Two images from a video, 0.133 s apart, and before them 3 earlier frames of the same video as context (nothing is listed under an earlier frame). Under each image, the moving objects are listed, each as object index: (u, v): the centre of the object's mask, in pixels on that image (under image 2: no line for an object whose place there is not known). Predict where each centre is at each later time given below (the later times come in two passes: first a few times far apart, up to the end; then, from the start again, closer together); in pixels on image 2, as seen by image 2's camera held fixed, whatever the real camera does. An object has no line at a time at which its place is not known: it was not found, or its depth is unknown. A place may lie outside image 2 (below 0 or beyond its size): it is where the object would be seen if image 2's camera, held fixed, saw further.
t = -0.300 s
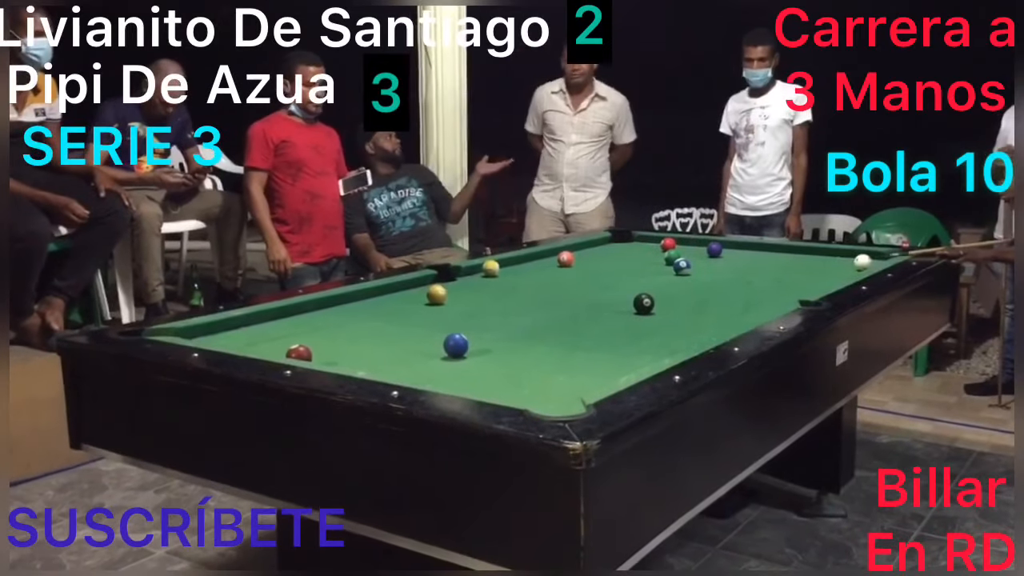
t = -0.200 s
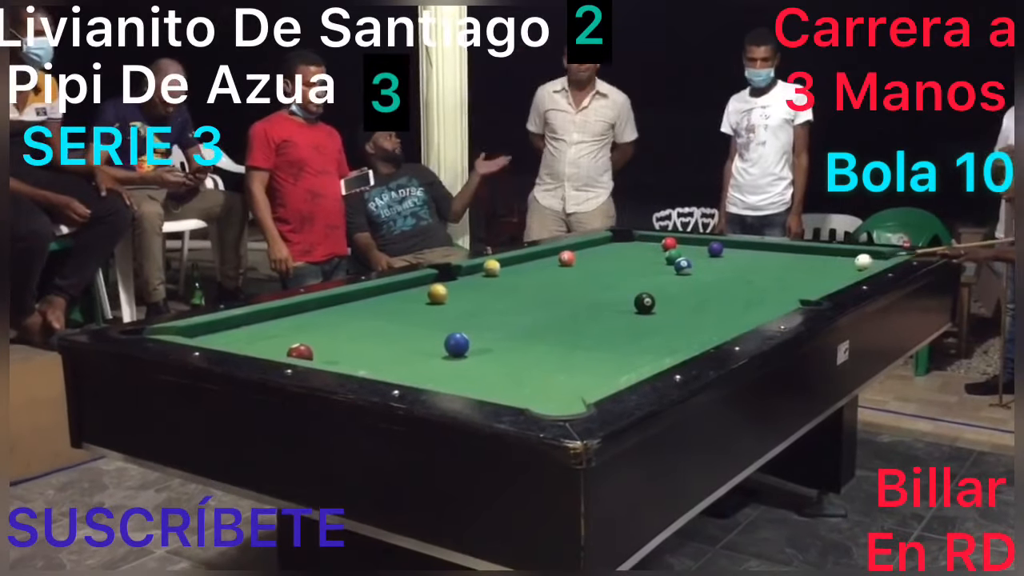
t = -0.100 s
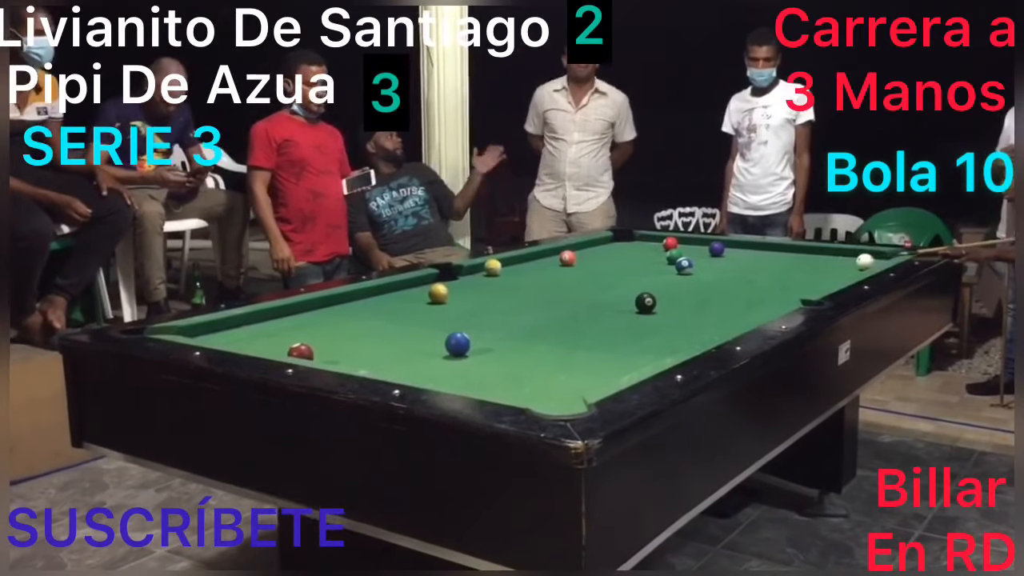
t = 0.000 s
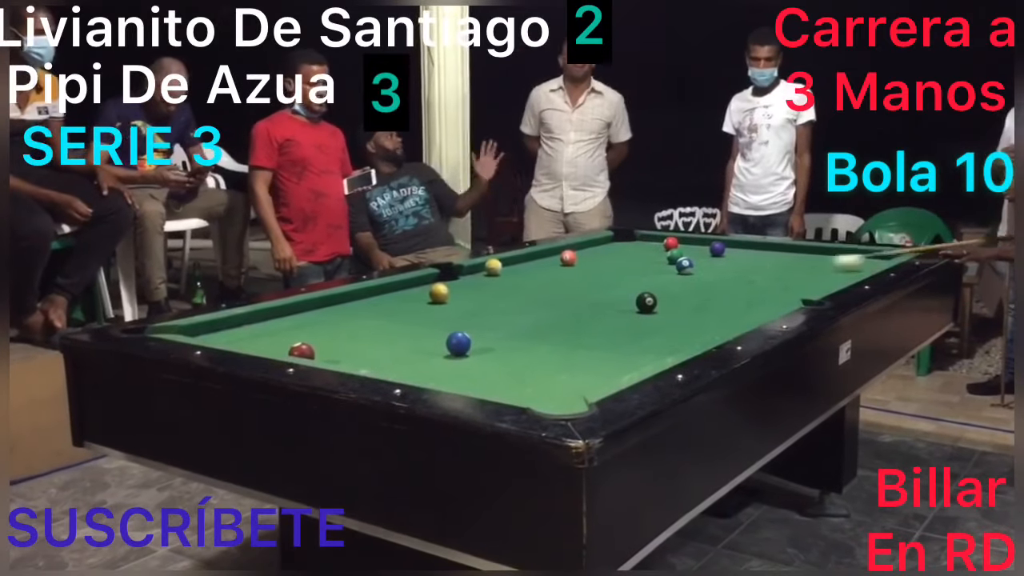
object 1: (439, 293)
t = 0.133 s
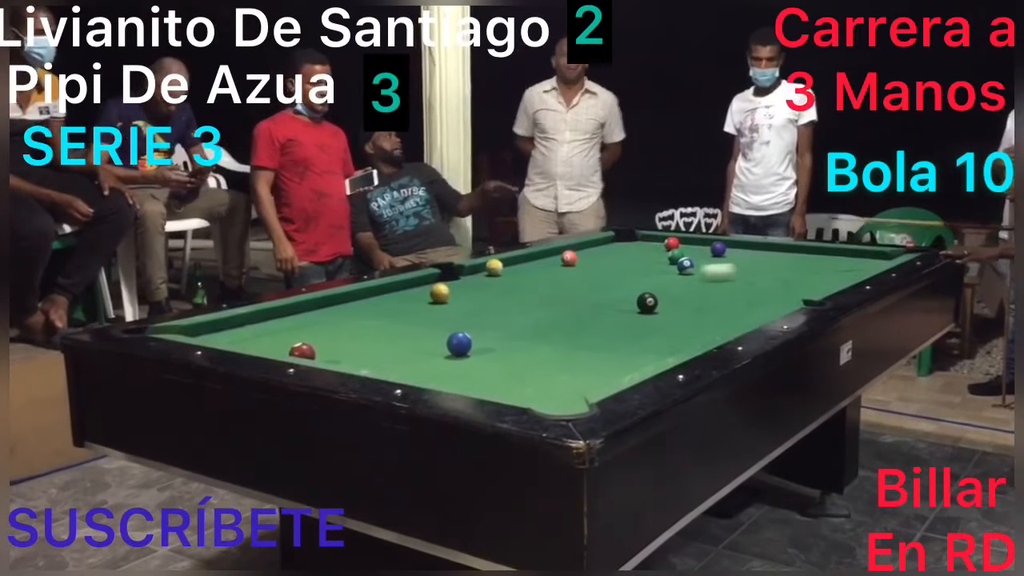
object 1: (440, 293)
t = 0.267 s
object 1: (440, 293)
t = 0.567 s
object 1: (278, 321)
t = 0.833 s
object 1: (214, 330)
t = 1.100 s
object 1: (279, 336)
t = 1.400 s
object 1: (353, 341)
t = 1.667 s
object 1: (419, 346)
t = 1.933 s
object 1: (463, 354)
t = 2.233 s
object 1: (505, 364)
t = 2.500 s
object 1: (543, 374)
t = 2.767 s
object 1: (581, 382)
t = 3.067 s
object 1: (573, 384)
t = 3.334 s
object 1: (546, 383)
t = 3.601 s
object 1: (523, 381)
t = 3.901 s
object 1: (501, 380)
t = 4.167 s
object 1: (484, 378)
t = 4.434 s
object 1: (470, 376)
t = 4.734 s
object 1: (459, 374)
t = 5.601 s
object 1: (448, 374)
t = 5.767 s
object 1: (448, 375)
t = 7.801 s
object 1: (447, 376)
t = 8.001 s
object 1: (446, 377)
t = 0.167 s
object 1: (440, 293)
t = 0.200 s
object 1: (440, 293)
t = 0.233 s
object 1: (440, 293)
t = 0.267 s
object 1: (440, 293)
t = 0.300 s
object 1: (440, 293)
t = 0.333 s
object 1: (440, 293)
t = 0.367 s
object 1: (439, 293)
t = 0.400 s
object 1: (421, 296)
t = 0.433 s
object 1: (394, 302)
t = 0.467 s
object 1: (365, 306)
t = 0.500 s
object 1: (336, 311)
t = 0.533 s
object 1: (307, 316)
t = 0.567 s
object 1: (278, 321)
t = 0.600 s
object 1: (250, 326)
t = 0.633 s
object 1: (223, 330)
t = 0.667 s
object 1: (198, 331)
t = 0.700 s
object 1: (186, 331)
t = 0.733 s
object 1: (189, 329)
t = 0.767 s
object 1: (197, 328)
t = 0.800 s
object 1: (205, 329)
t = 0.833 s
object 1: (214, 330)
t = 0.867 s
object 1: (222, 331)
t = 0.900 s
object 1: (229, 333)
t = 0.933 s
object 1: (237, 333)
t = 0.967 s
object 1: (245, 334)
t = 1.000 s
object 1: (254, 335)
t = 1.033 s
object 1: (262, 335)
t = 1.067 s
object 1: (270, 336)
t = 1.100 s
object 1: (279, 336)
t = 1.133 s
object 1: (286, 337)
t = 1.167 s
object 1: (294, 336)
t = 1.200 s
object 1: (303, 336)
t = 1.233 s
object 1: (312, 337)
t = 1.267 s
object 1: (320, 339)
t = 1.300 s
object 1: (327, 340)
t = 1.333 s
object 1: (336, 341)
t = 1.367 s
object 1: (345, 341)
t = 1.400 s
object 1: (353, 341)
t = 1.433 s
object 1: (362, 342)
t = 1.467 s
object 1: (370, 343)
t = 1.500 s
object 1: (378, 343)
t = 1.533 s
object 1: (386, 344)
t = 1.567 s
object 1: (395, 344)
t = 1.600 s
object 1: (403, 345)
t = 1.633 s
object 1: (411, 345)
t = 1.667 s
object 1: (419, 346)
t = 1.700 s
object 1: (427, 347)
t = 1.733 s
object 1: (436, 347)
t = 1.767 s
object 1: (440, 349)
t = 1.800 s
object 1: (445, 350)
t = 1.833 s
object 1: (450, 351)
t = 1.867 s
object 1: (454, 351)
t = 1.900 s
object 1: (459, 353)
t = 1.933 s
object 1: (463, 354)
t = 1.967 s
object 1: (468, 355)
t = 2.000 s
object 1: (473, 356)
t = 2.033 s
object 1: (477, 357)
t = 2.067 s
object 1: (482, 358)
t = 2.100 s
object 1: (486, 360)
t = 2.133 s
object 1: (491, 361)
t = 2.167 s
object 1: (496, 362)
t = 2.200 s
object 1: (501, 363)
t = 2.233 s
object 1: (505, 364)
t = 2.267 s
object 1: (510, 365)
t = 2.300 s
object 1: (514, 367)
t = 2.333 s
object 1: (519, 368)
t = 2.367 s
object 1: (524, 368)
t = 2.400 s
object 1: (529, 369)
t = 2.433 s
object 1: (534, 371)
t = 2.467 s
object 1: (539, 372)
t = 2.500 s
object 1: (543, 374)
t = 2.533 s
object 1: (547, 375)
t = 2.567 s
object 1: (553, 376)
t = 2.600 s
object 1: (558, 377)
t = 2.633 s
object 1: (562, 379)
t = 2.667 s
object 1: (567, 380)
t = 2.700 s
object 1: (572, 381)
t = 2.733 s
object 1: (576, 382)
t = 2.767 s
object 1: (581, 382)
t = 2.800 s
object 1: (585, 382)
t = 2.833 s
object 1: (590, 383)
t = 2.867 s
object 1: (592, 383)
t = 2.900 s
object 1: (590, 383)
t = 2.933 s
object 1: (587, 383)
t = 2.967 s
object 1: (583, 384)
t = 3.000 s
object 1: (580, 384)
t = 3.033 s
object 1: (577, 384)
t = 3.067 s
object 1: (573, 384)
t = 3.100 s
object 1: (570, 385)
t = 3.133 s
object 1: (566, 384)
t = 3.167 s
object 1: (563, 384)
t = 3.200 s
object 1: (559, 384)
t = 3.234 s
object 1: (556, 384)
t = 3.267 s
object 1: (553, 383)
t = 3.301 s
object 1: (550, 383)
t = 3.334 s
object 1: (546, 383)
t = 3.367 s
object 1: (543, 383)
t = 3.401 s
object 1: (540, 383)
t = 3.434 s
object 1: (537, 383)
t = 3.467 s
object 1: (534, 382)
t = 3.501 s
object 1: (532, 382)
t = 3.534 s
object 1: (529, 382)
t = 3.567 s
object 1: (526, 382)
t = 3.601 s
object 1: (523, 381)
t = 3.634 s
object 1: (521, 381)
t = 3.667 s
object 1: (518, 381)
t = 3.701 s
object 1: (515, 381)
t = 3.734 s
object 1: (513, 381)
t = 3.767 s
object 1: (510, 381)
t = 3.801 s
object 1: (508, 381)
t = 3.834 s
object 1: (505, 380)
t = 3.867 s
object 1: (503, 380)
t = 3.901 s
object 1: (501, 380)
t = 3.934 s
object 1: (498, 380)
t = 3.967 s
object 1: (496, 379)
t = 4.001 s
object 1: (494, 379)
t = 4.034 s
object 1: (492, 379)
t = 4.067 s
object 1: (489, 379)
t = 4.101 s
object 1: (488, 379)
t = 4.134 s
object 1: (486, 378)
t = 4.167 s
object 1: (484, 378)
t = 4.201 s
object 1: (482, 378)
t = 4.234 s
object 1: (480, 378)
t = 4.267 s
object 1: (478, 378)
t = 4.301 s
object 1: (476, 377)
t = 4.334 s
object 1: (475, 377)
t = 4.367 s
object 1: (473, 377)
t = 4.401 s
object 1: (472, 376)
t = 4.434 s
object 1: (470, 376)
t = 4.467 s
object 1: (469, 376)
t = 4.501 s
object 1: (467, 376)
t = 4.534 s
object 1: (466, 376)
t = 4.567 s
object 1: (464, 375)
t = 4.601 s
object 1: (463, 375)
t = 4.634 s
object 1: (461, 375)
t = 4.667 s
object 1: (461, 375)
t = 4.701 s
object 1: (460, 375)
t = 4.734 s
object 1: (459, 374)
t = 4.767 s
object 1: (457, 374)
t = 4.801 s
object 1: (457, 374)
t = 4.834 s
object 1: (456, 374)
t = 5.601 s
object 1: (448, 374)
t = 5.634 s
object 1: (447, 374)
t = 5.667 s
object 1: (447, 375)
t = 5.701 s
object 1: (447, 375)
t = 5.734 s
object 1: (448, 375)
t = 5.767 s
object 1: (448, 375)
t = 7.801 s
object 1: (447, 376)
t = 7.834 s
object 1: (447, 376)
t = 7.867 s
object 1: (447, 376)
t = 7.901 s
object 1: (446, 377)
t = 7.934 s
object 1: (446, 376)
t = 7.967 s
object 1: (446, 377)
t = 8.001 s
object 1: (446, 377)
